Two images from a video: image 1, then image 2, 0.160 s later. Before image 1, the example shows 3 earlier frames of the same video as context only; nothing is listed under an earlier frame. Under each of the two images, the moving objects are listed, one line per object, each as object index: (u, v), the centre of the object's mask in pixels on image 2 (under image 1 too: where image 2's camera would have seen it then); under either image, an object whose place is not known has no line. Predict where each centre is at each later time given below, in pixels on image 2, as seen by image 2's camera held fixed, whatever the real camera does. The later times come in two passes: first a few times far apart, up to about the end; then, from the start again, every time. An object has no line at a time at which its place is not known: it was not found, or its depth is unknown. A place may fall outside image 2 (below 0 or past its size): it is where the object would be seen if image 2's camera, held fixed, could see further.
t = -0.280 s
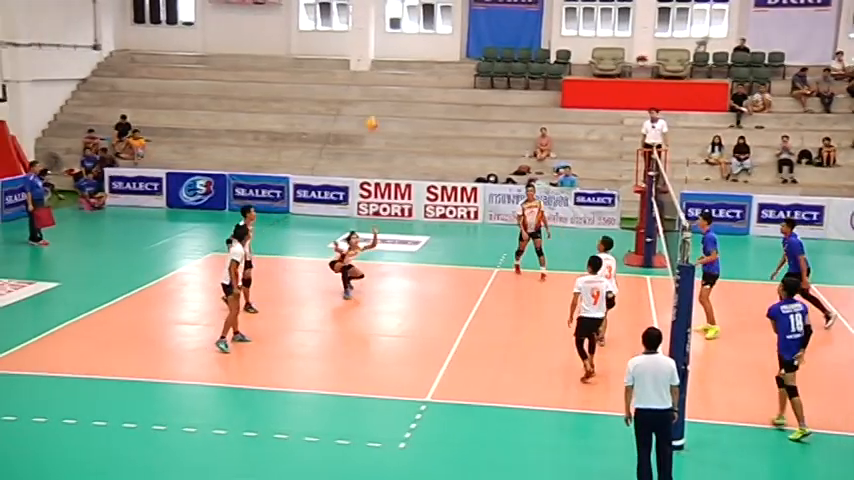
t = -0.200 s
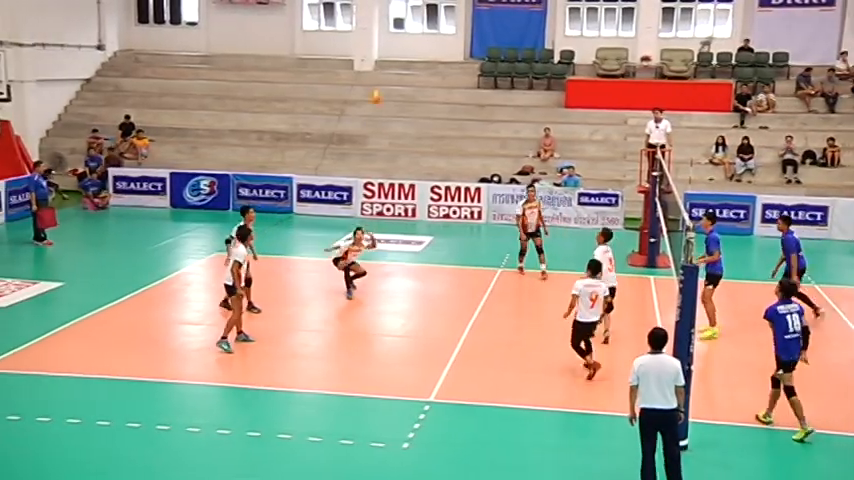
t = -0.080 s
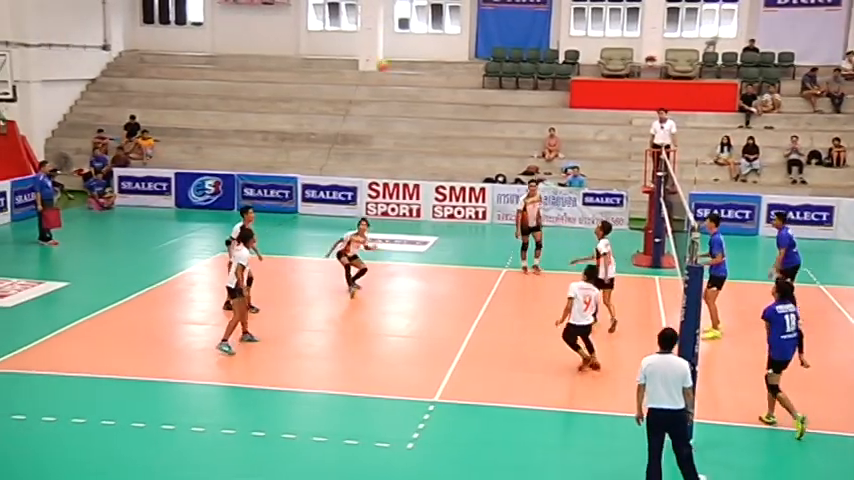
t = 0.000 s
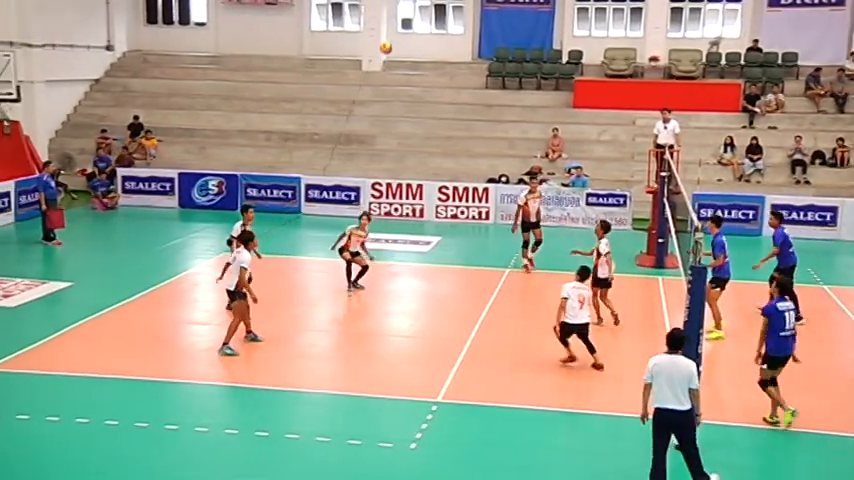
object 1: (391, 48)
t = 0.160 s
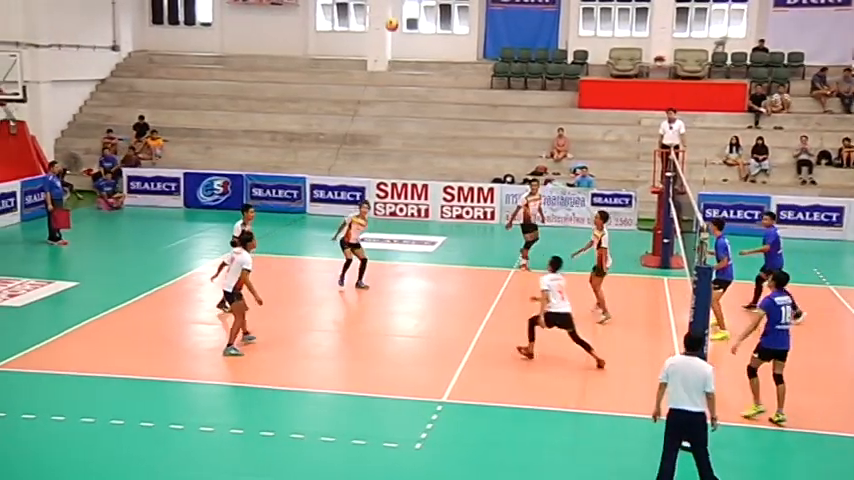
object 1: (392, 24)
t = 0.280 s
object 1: (392, 18)
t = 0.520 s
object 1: (392, 31)
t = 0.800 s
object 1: (393, 89)
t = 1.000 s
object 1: (393, 159)
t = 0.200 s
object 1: (392, 21)
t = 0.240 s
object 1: (392, 19)
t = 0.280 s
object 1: (392, 18)
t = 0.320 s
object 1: (392, 18)
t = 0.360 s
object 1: (392, 18)
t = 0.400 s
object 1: (392, 20)
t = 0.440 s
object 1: (392, 22)
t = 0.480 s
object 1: (392, 26)
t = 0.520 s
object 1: (392, 31)
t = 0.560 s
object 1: (392, 36)
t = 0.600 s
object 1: (393, 43)
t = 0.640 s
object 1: (393, 50)
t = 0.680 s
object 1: (392, 59)
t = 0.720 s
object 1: (393, 67)
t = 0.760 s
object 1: (393, 78)
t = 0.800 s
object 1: (393, 89)
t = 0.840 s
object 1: (393, 101)
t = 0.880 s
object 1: (393, 115)
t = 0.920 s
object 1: (393, 129)
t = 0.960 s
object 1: (393, 143)
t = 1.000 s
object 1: (393, 159)
